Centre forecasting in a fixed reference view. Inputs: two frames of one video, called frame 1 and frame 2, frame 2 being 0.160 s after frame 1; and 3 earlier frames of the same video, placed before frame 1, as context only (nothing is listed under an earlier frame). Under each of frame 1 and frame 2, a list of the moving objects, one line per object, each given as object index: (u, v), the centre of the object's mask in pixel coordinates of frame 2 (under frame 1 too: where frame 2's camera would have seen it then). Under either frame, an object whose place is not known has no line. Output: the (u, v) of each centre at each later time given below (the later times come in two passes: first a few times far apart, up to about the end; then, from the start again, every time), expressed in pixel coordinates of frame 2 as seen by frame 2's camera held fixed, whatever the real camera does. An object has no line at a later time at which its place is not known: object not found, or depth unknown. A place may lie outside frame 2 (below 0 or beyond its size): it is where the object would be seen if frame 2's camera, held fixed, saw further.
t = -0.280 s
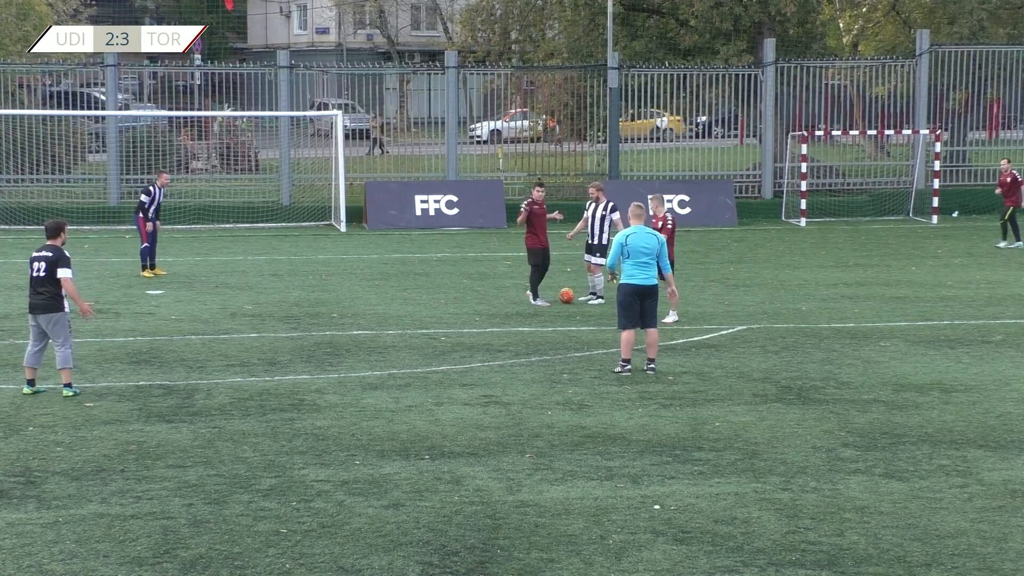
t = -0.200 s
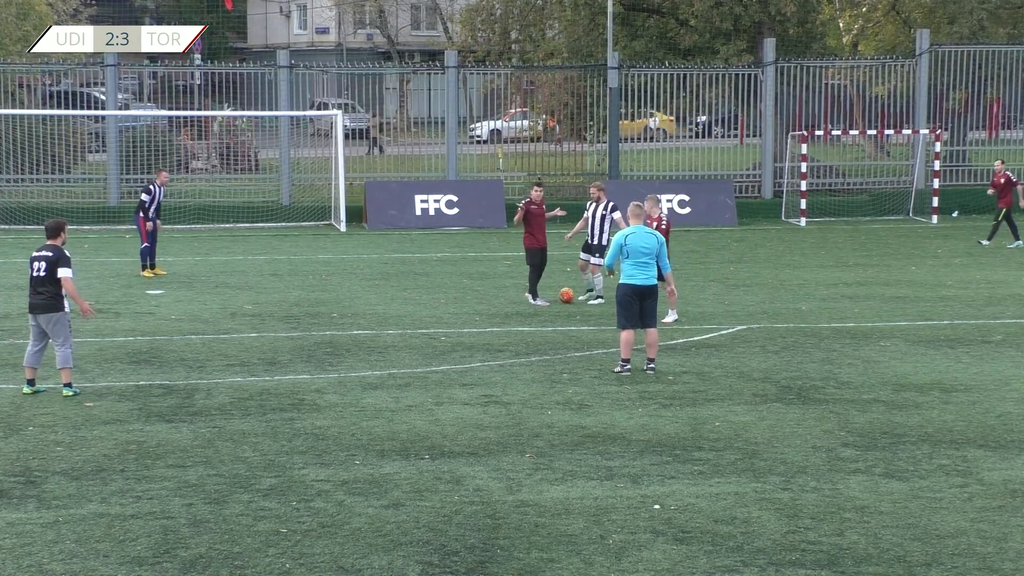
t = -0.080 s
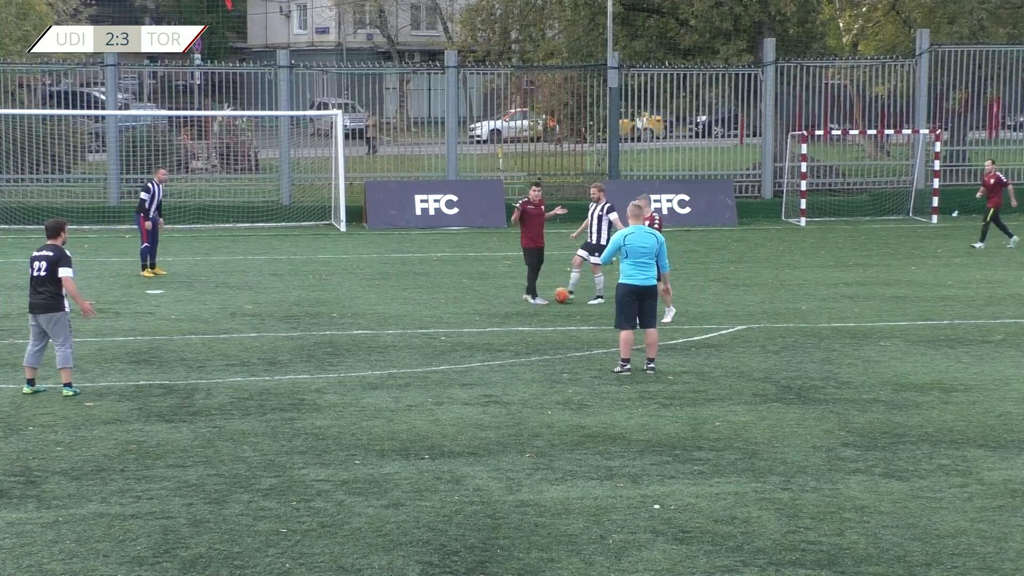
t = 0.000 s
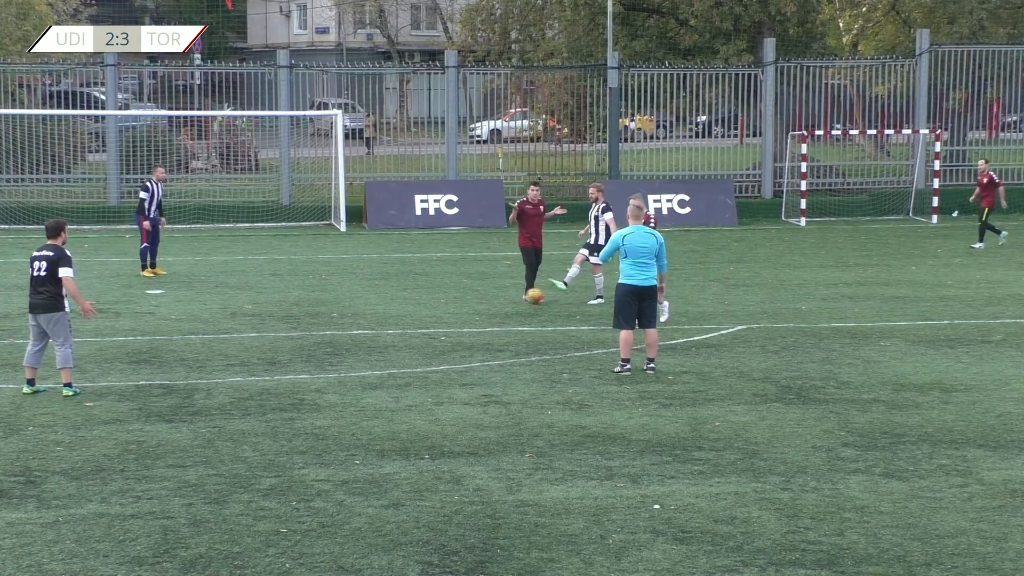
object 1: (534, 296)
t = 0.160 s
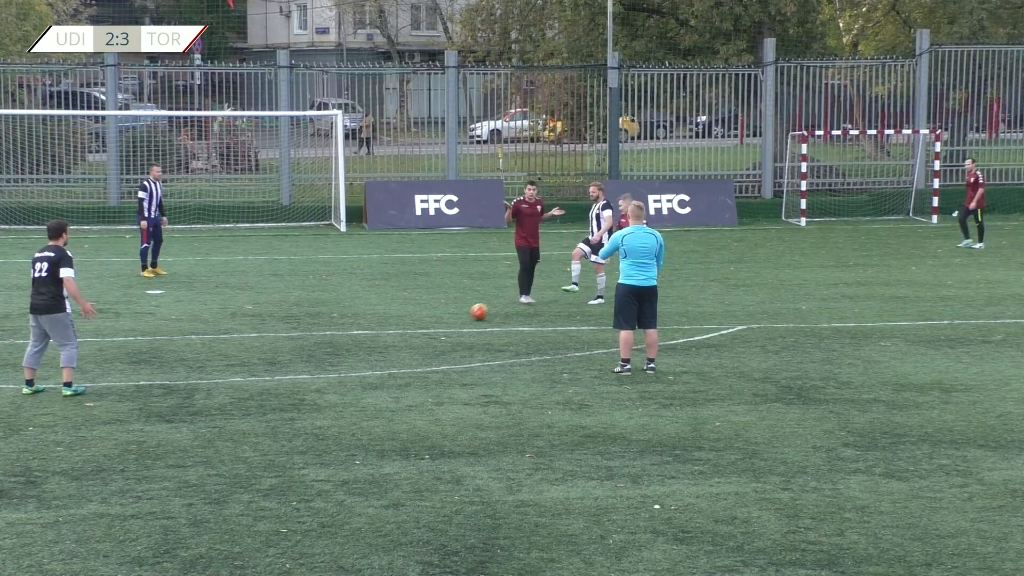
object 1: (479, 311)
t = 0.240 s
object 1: (453, 312)
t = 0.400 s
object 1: (401, 323)
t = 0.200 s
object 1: (467, 313)
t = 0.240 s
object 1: (453, 312)
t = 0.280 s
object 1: (440, 312)
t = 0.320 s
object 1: (427, 315)
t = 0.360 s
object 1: (414, 319)
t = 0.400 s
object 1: (401, 323)
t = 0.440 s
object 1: (387, 330)
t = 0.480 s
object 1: (376, 330)
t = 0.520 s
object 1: (366, 330)
